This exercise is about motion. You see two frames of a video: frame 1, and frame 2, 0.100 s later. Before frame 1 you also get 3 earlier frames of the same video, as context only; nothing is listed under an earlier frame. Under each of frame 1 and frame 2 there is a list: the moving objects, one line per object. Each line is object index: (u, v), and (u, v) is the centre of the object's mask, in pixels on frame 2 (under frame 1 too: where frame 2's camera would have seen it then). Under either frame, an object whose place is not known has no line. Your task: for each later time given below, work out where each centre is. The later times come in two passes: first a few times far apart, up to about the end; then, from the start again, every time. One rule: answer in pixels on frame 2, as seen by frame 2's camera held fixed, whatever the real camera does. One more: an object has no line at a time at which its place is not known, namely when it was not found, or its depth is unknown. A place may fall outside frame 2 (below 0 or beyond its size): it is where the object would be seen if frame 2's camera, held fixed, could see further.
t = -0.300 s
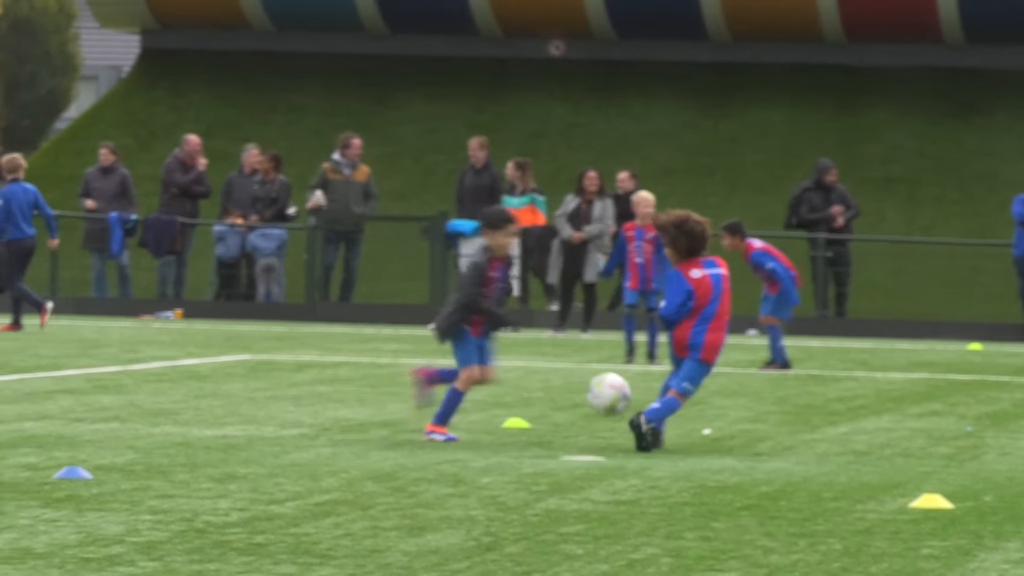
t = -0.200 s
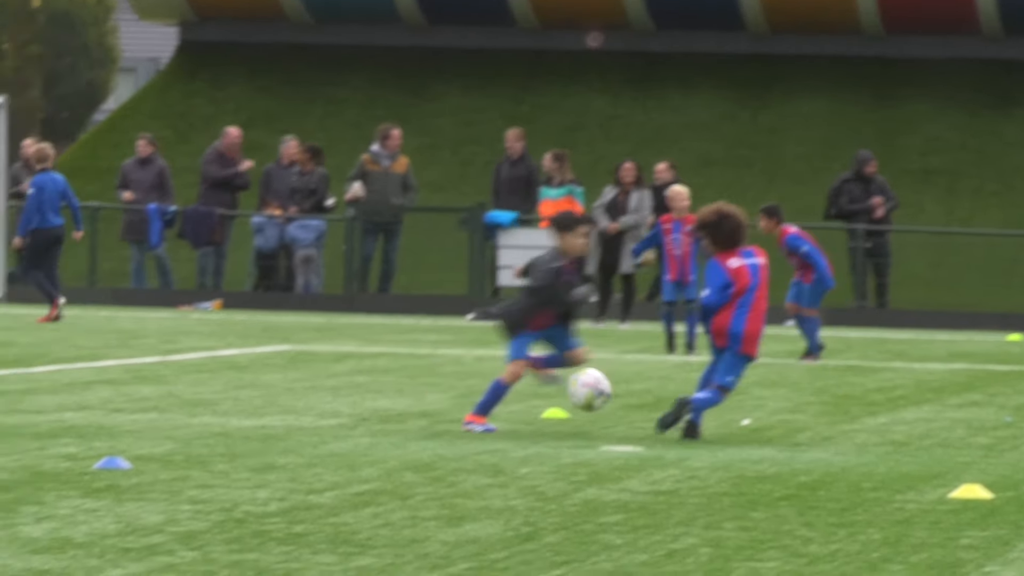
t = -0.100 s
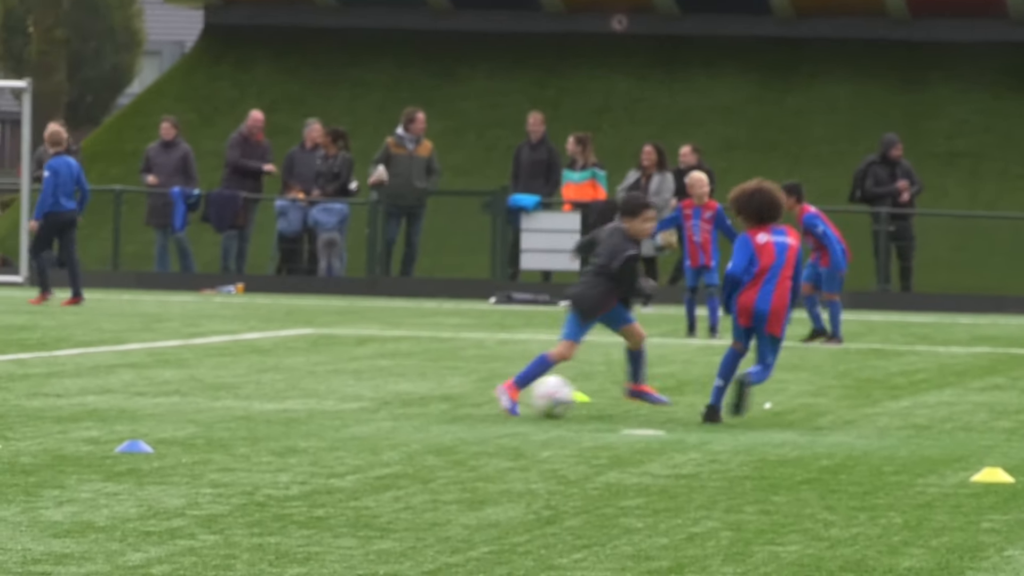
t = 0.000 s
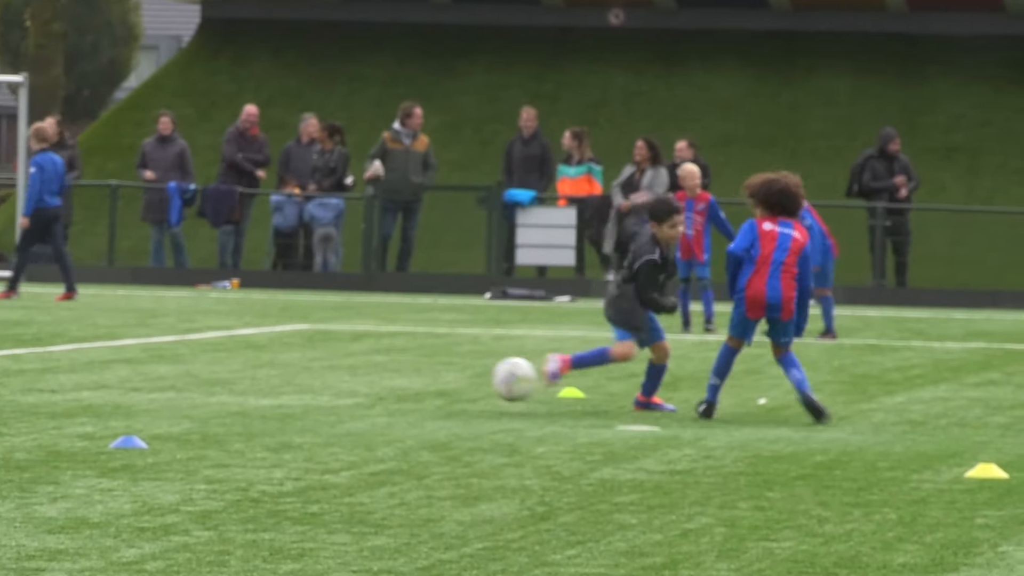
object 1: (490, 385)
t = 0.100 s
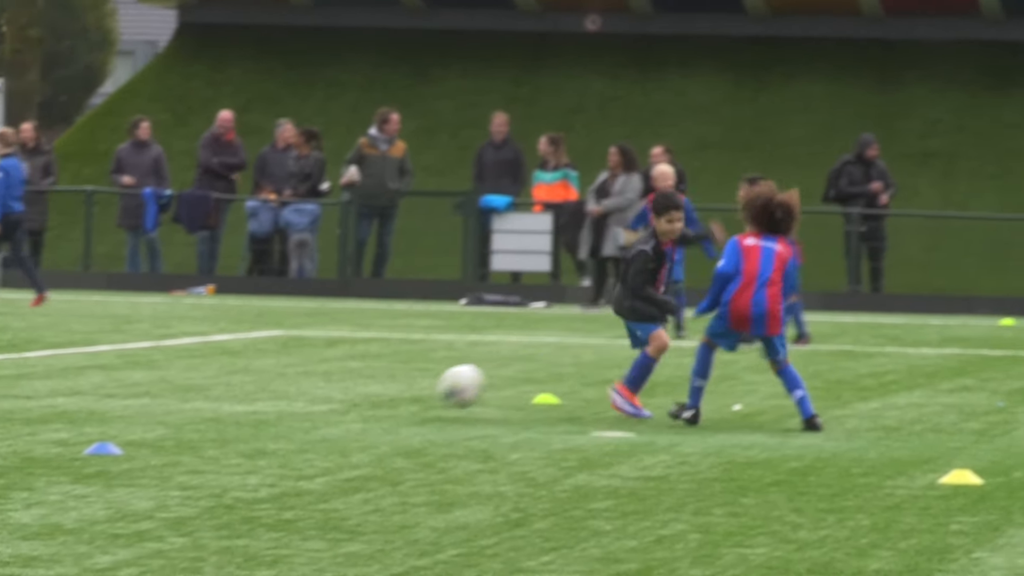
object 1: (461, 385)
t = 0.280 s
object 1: (403, 395)
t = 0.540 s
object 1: (318, 392)
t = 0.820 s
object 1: (234, 391)
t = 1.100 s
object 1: (156, 390)
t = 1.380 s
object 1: (85, 387)
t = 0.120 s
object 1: (456, 388)
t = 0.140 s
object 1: (451, 390)
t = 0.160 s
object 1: (445, 395)
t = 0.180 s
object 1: (439, 397)
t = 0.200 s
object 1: (432, 396)
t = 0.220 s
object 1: (425, 394)
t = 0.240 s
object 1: (418, 393)
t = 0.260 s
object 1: (410, 394)
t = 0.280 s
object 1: (403, 395)
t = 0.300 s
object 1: (395, 395)
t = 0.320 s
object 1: (389, 394)
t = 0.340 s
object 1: (382, 393)
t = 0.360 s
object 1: (375, 393)
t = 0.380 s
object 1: (369, 394)
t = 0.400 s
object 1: (362, 395)
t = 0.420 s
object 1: (355, 394)
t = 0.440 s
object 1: (349, 394)
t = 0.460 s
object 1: (342, 394)
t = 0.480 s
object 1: (335, 394)
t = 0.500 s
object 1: (329, 395)
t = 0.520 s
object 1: (323, 393)
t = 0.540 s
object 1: (318, 392)
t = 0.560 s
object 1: (312, 391)
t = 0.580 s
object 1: (306, 392)
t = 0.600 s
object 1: (300, 393)
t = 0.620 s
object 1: (293, 394)
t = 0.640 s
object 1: (287, 394)
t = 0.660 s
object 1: (281, 393)
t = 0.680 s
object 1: (275, 392)
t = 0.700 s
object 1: (269, 392)
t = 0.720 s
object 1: (263, 392)
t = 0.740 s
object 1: (257, 392)
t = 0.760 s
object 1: (251, 392)
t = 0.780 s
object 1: (246, 391)
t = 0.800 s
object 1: (240, 391)
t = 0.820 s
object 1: (234, 391)
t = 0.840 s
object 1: (228, 391)
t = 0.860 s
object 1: (222, 391)
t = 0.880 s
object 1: (216, 391)
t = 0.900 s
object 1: (211, 391)
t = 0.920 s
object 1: (205, 391)
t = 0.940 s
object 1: (199, 390)
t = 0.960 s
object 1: (195, 390)
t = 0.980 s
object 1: (189, 390)
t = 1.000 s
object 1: (184, 389)
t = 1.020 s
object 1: (178, 389)
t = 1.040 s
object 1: (173, 389)
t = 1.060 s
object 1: (167, 389)
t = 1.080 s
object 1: (162, 390)
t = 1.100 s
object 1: (156, 390)
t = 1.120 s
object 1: (151, 390)
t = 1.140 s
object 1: (146, 389)
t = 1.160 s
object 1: (141, 389)
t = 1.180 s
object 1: (135, 389)
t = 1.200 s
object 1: (130, 389)
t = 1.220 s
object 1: (125, 389)
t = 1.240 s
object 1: (120, 388)
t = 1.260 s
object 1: (115, 388)
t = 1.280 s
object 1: (110, 387)
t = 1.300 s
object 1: (105, 387)
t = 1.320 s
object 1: (100, 387)
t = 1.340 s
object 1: (95, 387)
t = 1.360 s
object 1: (90, 387)
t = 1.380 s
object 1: (85, 387)
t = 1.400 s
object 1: (81, 387)
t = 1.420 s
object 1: (76, 387)
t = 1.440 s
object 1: (72, 387)
